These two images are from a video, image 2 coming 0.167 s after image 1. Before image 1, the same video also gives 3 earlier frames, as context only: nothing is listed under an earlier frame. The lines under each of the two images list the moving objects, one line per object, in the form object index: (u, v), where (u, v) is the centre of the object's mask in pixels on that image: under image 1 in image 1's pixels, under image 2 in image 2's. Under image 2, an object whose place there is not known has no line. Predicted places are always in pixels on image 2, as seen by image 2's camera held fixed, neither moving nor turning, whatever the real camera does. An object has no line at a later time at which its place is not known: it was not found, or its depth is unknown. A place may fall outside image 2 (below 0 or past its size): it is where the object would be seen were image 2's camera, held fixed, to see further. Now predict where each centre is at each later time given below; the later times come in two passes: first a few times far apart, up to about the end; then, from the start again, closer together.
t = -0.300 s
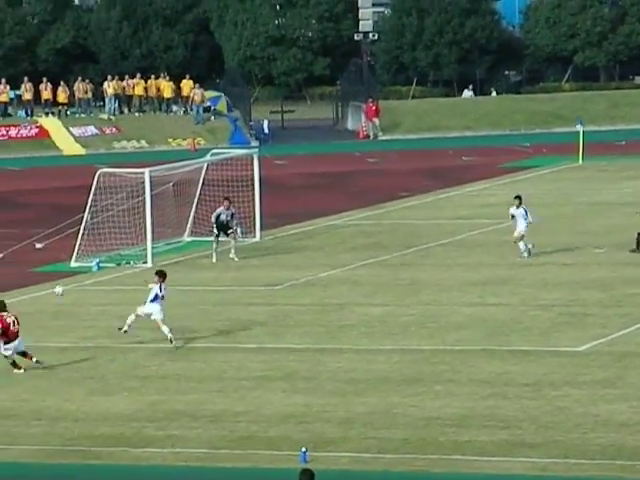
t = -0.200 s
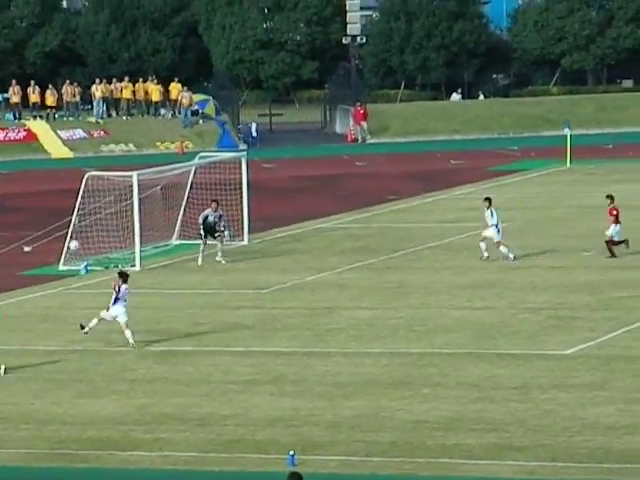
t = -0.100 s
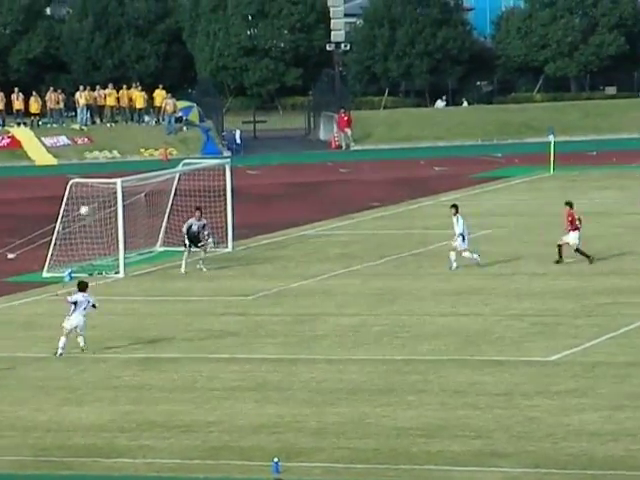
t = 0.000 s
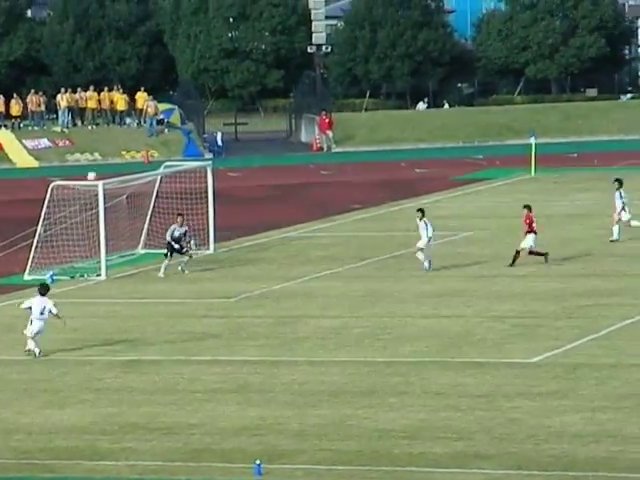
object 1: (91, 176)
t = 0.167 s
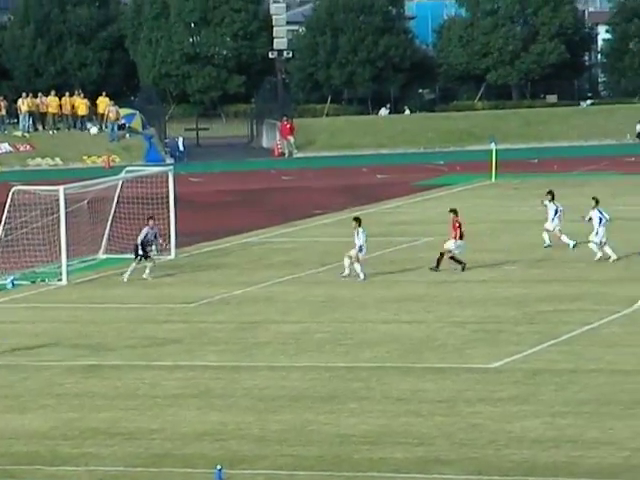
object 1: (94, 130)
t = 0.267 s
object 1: (119, 106)
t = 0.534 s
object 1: (180, 63)
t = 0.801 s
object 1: (239, 45)
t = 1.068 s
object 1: (295, 47)
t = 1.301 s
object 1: (343, 66)
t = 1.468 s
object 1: (376, 88)
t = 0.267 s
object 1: (119, 106)
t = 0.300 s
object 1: (126, 100)
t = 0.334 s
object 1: (134, 94)
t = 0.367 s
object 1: (142, 87)
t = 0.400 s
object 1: (149, 82)
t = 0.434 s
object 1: (157, 77)
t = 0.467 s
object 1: (165, 72)
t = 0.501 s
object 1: (172, 67)
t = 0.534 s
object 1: (180, 63)
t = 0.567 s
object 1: (187, 59)
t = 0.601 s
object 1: (195, 56)
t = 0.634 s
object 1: (202, 53)
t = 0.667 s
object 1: (210, 51)
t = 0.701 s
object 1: (217, 49)
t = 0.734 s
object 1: (224, 48)
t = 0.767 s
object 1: (232, 46)
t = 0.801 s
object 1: (239, 45)
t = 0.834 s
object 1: (246, 44)
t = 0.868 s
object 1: (253, 44)
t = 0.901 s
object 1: (261, 44)
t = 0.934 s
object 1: (267, 44)
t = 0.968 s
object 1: (274, 44)
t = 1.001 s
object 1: (279, 45)
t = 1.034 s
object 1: (289, 46)
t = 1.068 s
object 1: (295, 47)
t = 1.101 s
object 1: (302, 49)
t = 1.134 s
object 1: (309, 52)
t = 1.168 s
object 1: (316, 54)
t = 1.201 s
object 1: (323, 57)
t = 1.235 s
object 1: (329, 60)
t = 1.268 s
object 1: (336, 63)
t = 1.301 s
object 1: (343, 66)
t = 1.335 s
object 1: (349, 70)
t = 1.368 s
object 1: (356, 74)
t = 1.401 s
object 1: (363, 78)
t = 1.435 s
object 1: (369, 83)
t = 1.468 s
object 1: (376, 88)
